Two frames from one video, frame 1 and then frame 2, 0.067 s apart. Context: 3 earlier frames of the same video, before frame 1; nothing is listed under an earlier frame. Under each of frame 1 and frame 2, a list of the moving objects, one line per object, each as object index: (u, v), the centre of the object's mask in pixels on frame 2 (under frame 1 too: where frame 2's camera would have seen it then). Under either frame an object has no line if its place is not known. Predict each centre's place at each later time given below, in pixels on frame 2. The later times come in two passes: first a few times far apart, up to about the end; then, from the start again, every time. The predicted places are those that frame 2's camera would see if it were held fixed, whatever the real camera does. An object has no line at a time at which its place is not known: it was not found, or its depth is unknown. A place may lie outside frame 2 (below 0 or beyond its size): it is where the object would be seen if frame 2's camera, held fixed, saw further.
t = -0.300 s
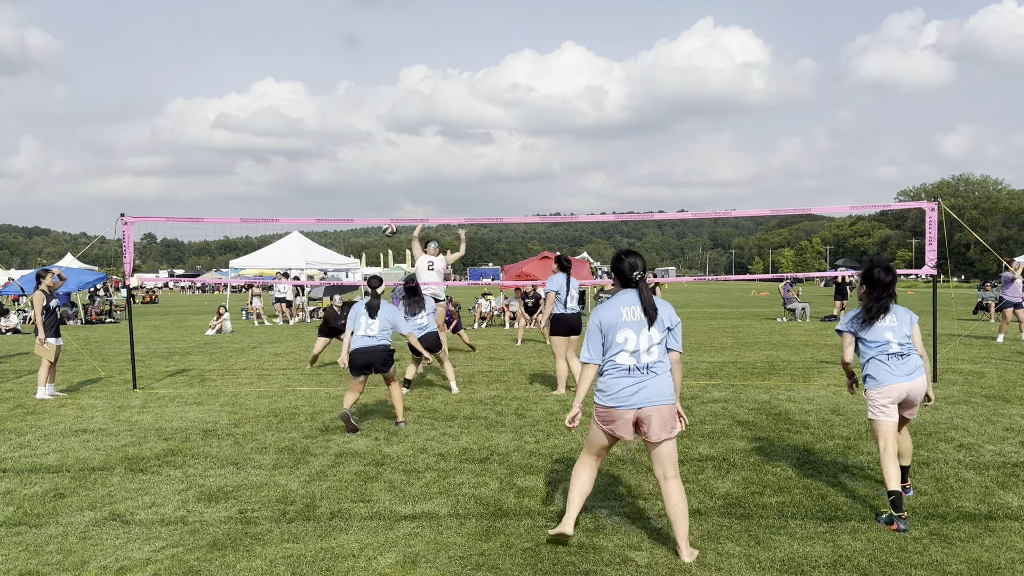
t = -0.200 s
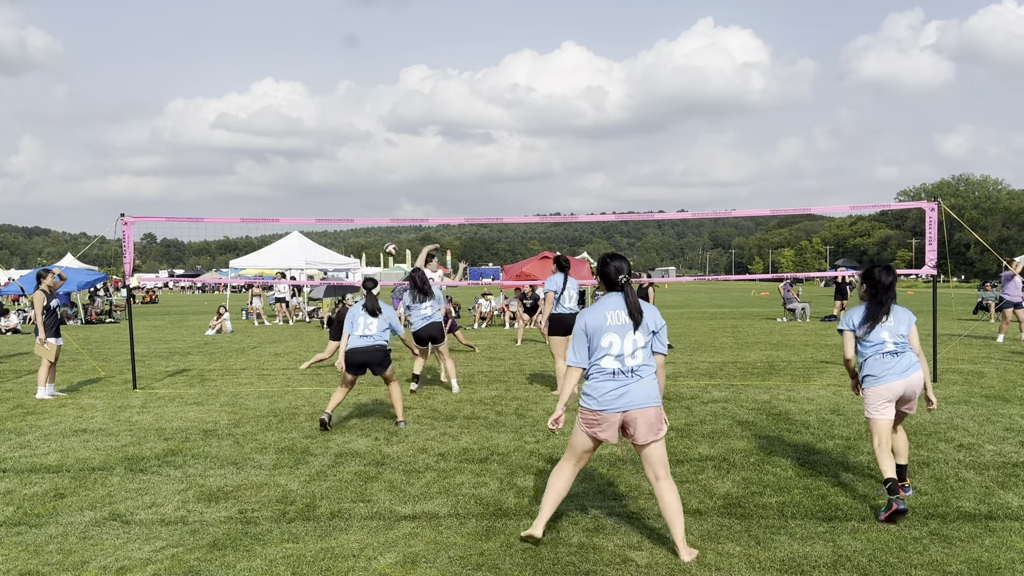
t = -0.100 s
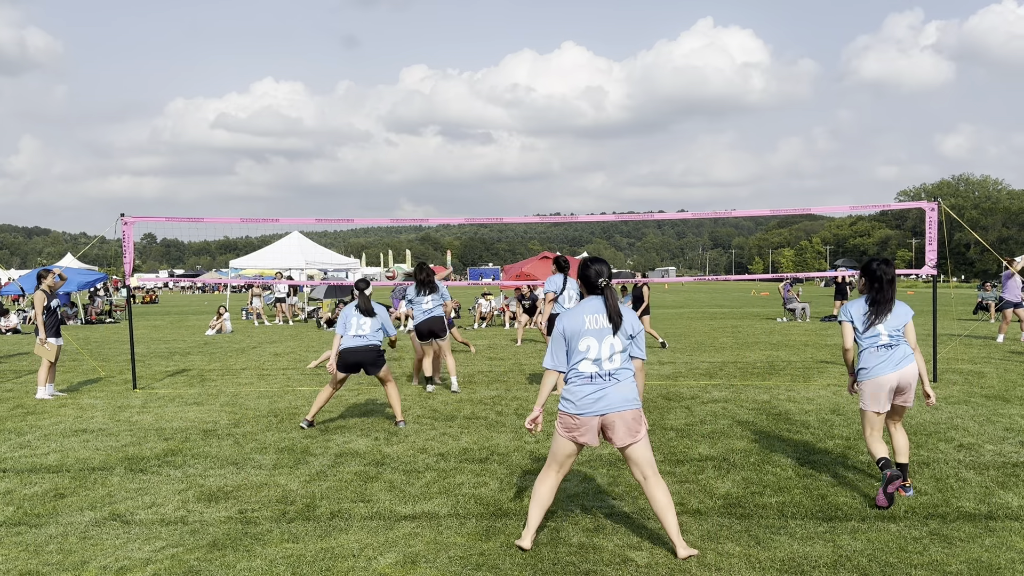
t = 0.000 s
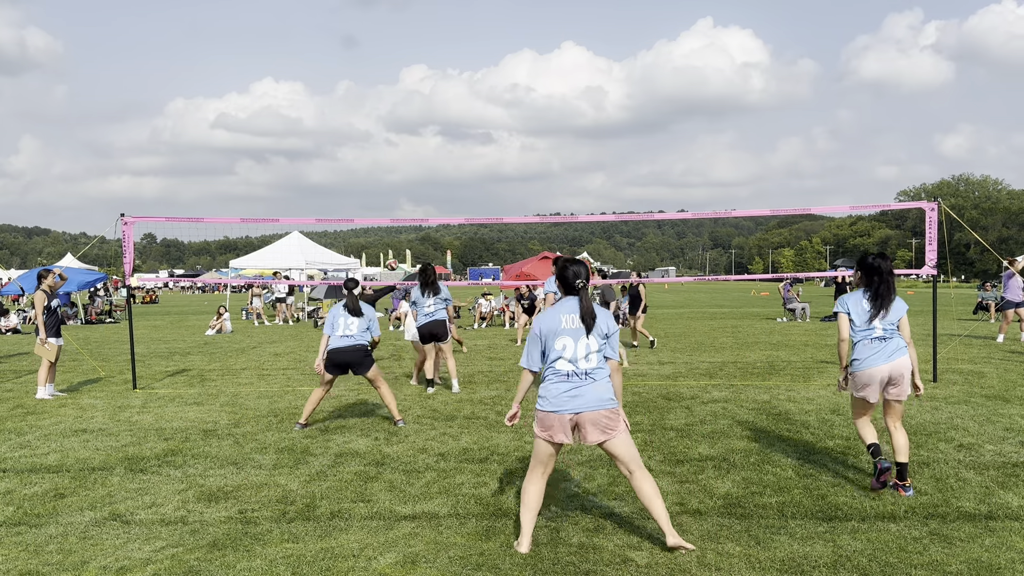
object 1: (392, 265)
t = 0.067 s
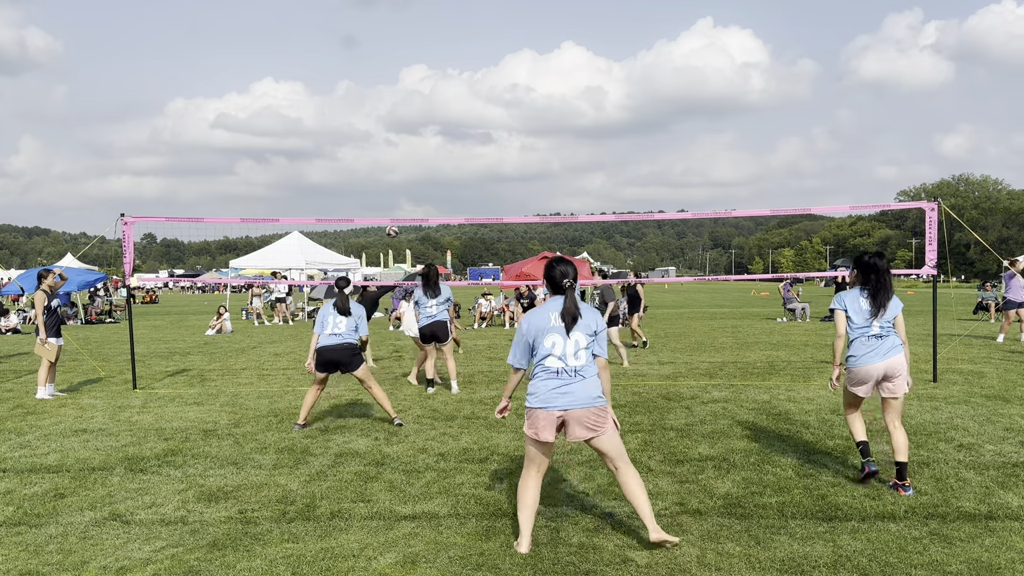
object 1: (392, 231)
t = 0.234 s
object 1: (392, 161)
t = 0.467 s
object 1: (391, 90)
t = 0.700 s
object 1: (391, 54)
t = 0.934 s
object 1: (392, 52)
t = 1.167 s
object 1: (393, 85)
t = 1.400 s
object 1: (395, 152)
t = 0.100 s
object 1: (392, 214)
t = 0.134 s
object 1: (392, 201)
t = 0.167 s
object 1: (392, 187)
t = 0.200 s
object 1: (392, 173)
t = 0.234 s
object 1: (392, 161)
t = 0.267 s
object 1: (392, 149)
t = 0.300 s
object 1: (392, 137)
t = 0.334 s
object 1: (392, 127)
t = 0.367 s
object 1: (391, 116)
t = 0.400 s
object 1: (391, 107)
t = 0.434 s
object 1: (391, 98)
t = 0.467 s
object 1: (391, 90)
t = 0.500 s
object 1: (391, 83)
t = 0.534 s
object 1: (391, 76)
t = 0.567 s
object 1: (391, 71)
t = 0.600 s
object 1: (391, 65)
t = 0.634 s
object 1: (391, 61)
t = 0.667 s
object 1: (391, 57)
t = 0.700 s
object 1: (391, 54)
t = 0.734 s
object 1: (391, 52)
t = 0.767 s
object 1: (391, 50)
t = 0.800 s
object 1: (391, 49)
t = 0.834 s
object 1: (391, 49)
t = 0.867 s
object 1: (391, 49)
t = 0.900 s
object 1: (391, 50)
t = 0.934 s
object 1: (392, 52)
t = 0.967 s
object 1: (392, 54)
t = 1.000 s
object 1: (392, 57)
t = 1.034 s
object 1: (392, 61)
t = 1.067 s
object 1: (392, 66)
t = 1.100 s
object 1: (393, 72)
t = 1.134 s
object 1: (393, 78)
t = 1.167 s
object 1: (393, 85)
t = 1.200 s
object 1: (394, 92)
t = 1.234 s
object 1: (394, 100)
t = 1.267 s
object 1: (394, 109)
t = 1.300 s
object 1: (394, 119)
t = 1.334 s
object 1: (395, 129)
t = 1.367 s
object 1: (395, 140)
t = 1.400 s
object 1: (395, 152)
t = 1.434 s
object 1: (396, 164)
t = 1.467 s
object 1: (396, 177)
